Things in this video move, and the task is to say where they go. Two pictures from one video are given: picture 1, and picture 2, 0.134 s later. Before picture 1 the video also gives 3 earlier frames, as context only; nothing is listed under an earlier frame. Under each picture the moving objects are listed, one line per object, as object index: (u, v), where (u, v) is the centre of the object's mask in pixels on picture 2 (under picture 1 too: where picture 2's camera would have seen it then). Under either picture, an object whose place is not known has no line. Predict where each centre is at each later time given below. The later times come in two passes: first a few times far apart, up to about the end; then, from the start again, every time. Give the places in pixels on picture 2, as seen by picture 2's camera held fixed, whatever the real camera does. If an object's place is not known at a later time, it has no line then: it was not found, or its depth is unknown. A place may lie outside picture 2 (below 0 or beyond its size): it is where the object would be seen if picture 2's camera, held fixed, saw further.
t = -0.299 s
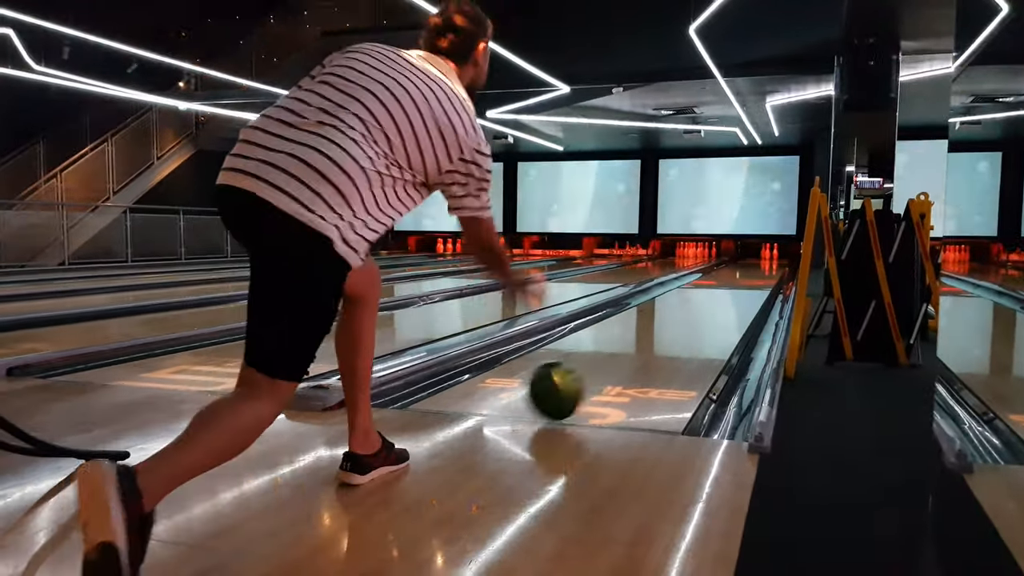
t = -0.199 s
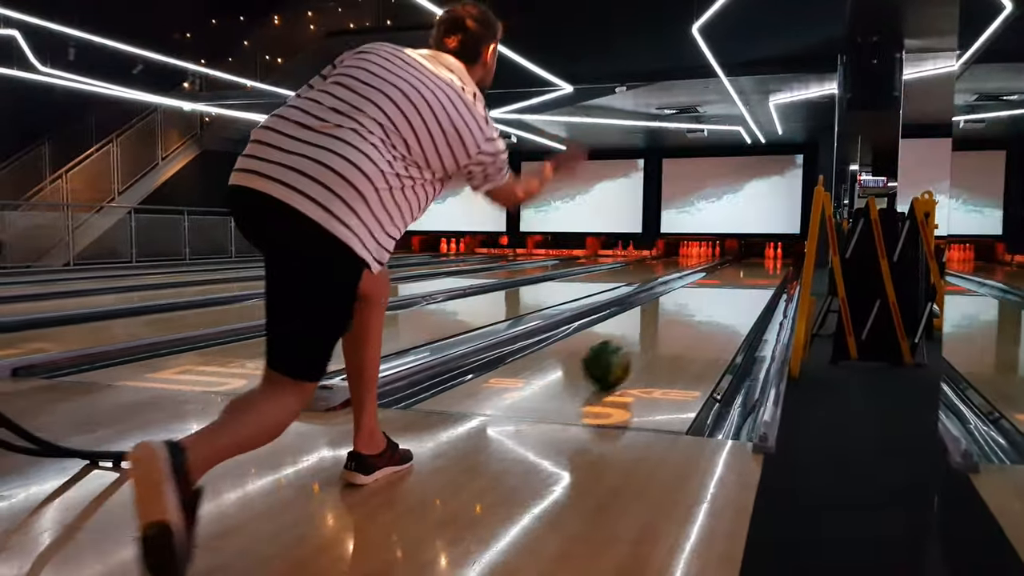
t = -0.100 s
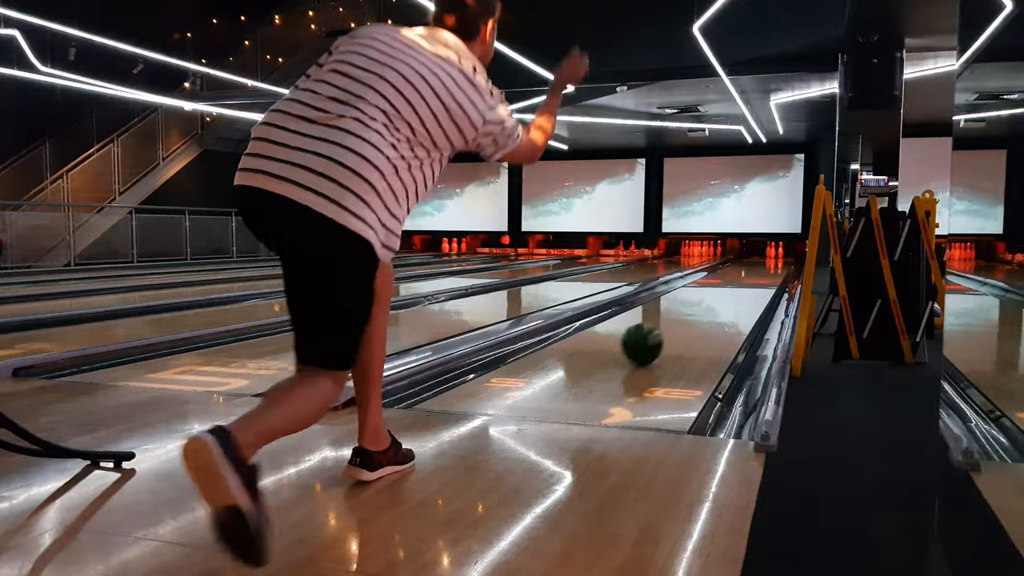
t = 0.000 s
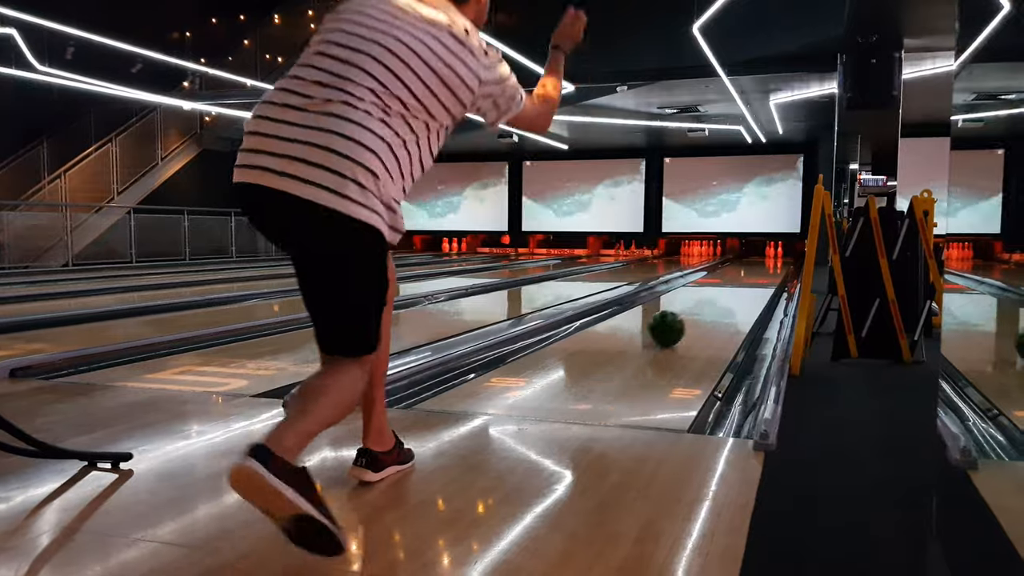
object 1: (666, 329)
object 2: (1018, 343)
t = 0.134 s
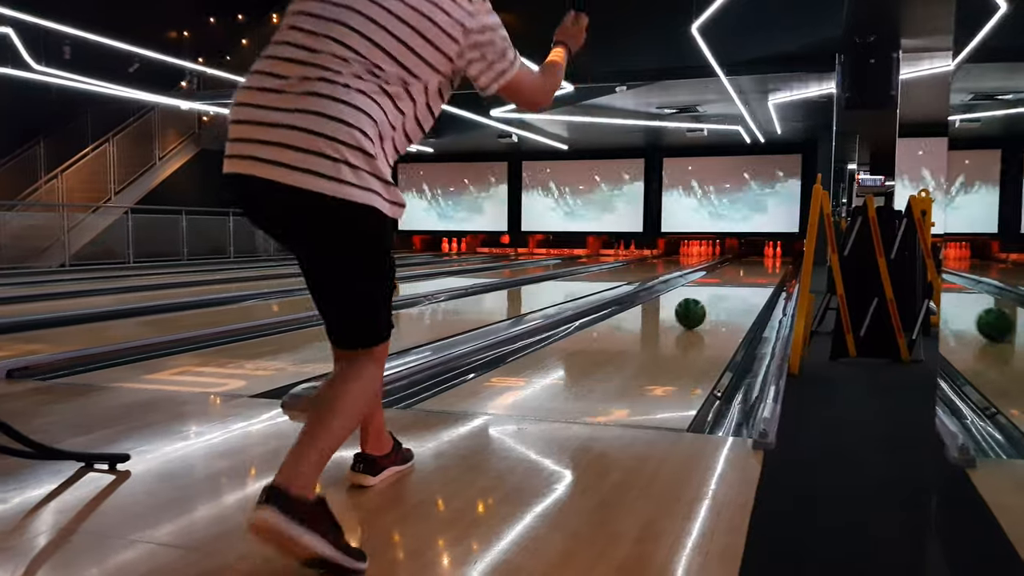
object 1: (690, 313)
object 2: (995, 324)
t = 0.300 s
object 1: (712, 300)
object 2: (961, 308)
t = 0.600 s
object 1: (738, 285)
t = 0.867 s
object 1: (752, 276)
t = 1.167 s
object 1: (765, 269)
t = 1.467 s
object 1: (774, 264)
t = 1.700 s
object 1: (781, 261)
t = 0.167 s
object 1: (695, 310)
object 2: (987, 320)
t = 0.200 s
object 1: (699, 307)
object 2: (979, 317)
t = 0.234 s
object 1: (704, 304)
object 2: (972, 313)
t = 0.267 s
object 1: (708, 302)
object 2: (966, 310)
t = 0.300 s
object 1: (712, 300)
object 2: (961, 308)
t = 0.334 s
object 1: (716, 298)
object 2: (956, 305)
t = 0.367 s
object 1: (719, 296)
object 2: (953, 303)
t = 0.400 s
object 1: (722, 294)
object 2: (951, 301)
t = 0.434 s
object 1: (725, 292)
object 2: (949, 299)
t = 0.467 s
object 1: (728, 291)
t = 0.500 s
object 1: (731, 289)
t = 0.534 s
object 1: (733, 288)
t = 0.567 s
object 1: (736, 286)
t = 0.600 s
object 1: (738, 285)
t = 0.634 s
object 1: (740, 283)
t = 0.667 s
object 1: (742, 283)
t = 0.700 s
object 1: (744, 281)
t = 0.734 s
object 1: (745, 280)
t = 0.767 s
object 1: (747, 279)
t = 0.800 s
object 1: (749, 278)
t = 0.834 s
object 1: (750, 277)
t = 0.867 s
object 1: (752, 276)
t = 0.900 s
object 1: (754, 275)
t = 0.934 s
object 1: (756, 274)
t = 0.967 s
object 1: (757, 273)
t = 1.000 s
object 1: (758, 273)
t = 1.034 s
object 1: (759, 272)
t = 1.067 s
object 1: (761, 271)
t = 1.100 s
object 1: (762, 270)
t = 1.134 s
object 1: (764, 270)
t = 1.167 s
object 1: (765, 269)
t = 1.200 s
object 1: (767, 269)
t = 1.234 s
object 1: (767, 268)
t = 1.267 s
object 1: (768, 267)
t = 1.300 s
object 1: (769, 267)
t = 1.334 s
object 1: (770, 267)
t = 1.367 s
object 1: (770, 266)
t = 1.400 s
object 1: (771, 265)
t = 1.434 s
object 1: (772, 265)
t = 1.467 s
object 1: (774, 264)
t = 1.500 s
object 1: (775, 264)
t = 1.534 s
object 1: (776, 263)
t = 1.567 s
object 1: (775, 263)
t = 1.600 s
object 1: (778, 262)
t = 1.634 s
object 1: (779, 262)
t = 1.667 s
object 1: (780, 261)
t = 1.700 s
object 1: (781, 261)
